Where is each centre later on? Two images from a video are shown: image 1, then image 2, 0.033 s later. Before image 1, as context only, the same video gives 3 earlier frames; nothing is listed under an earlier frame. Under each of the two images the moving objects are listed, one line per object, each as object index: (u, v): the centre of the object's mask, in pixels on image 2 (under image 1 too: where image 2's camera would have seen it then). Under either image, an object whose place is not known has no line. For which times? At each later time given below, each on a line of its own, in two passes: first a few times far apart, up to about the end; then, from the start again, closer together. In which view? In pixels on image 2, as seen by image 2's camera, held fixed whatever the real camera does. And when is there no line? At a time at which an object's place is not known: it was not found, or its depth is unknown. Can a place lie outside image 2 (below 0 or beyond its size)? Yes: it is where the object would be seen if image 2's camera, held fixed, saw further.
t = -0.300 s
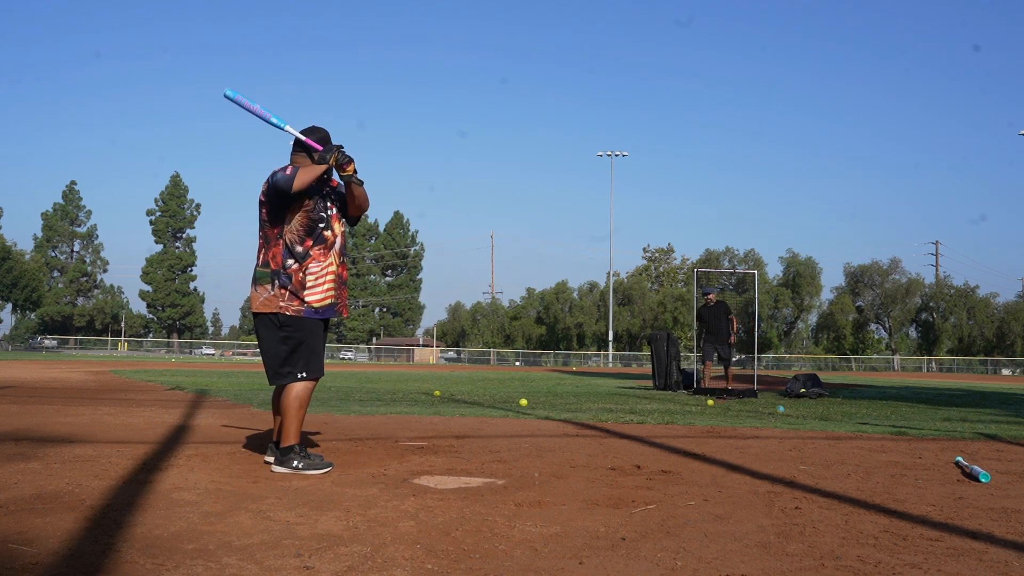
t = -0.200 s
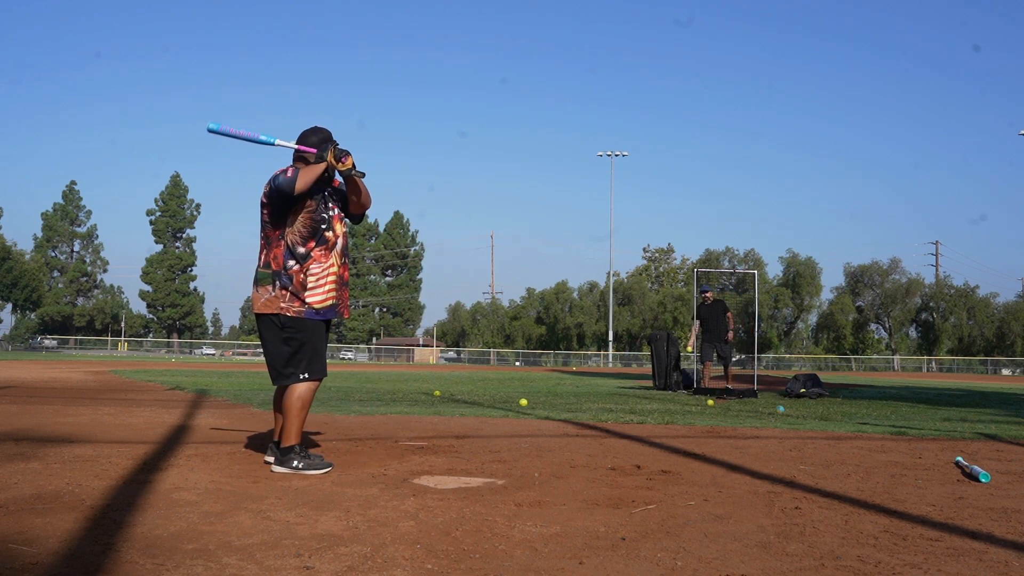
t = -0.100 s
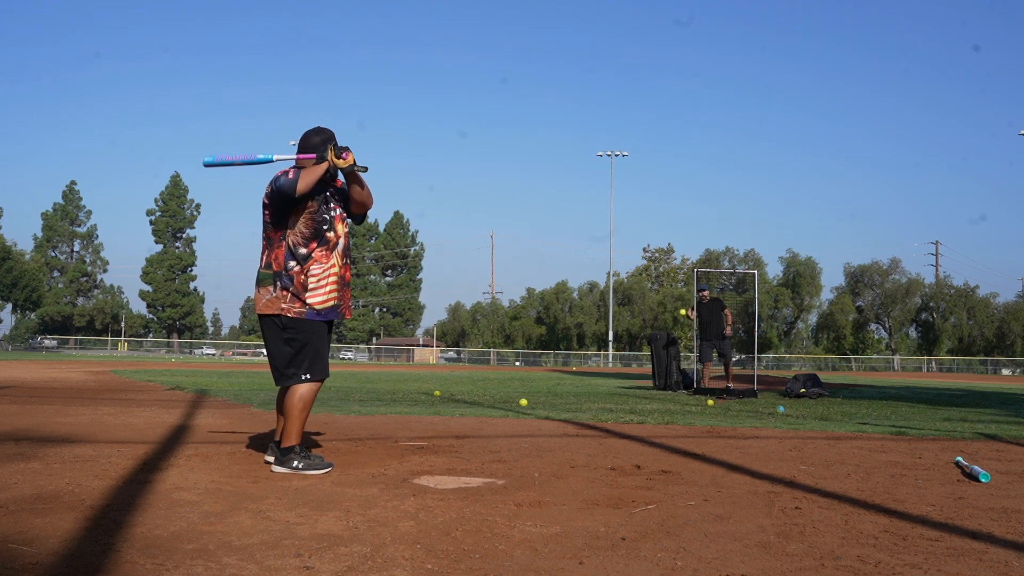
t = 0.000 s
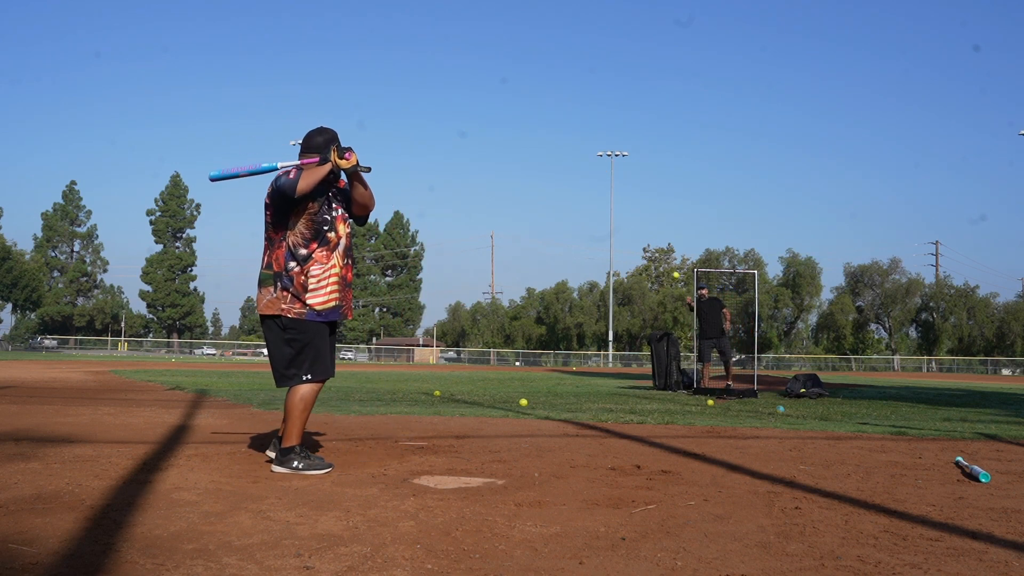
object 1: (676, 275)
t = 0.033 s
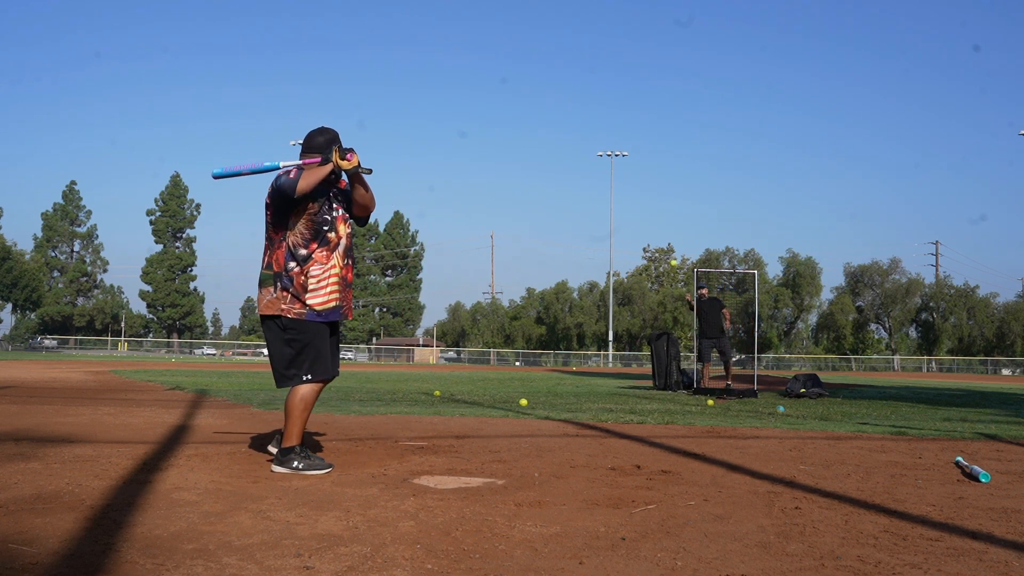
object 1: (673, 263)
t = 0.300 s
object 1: (651, 184)
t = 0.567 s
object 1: (618, 142)
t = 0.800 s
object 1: (574, 161)
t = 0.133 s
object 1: (666, 230)
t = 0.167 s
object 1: (663, 220)
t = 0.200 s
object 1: (661, 210)
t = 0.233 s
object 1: (657, 201)
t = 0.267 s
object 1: (654, 192)
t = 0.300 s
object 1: (651, 184)
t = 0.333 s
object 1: (647, 176)
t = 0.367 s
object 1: (644, 169)
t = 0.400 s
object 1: (640, 163)
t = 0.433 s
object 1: (636, 157)
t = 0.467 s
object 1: (631, 152)
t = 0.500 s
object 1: (627, 148)
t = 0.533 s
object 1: (623, 145)
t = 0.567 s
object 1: (618, 142)
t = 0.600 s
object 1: (612, 141)
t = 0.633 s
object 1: (607, 141)
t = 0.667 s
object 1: (601, 142)
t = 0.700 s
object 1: (595, 144)
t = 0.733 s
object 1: (588, 148)
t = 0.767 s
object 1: (581, 154)
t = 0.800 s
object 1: (574, 161)
